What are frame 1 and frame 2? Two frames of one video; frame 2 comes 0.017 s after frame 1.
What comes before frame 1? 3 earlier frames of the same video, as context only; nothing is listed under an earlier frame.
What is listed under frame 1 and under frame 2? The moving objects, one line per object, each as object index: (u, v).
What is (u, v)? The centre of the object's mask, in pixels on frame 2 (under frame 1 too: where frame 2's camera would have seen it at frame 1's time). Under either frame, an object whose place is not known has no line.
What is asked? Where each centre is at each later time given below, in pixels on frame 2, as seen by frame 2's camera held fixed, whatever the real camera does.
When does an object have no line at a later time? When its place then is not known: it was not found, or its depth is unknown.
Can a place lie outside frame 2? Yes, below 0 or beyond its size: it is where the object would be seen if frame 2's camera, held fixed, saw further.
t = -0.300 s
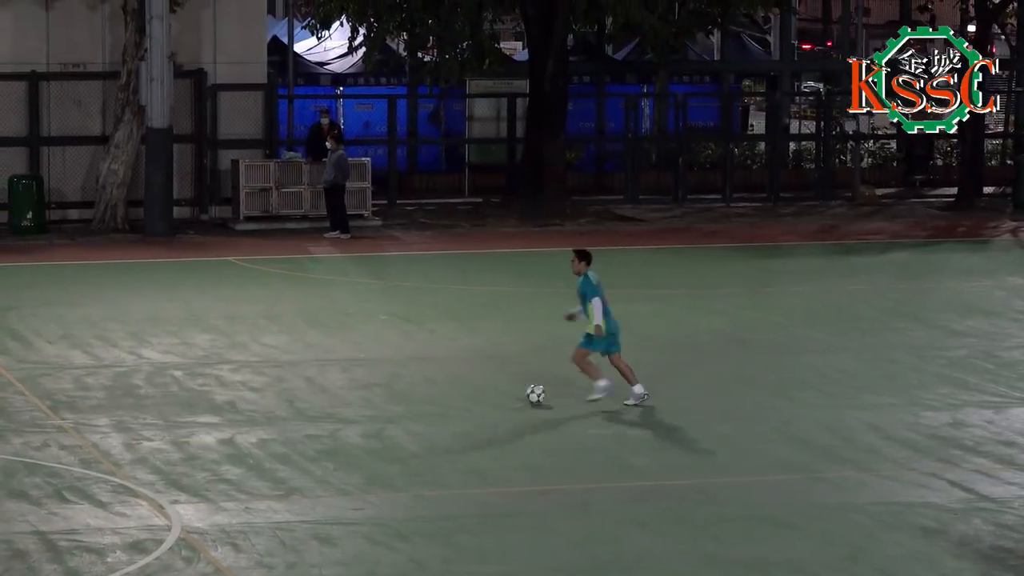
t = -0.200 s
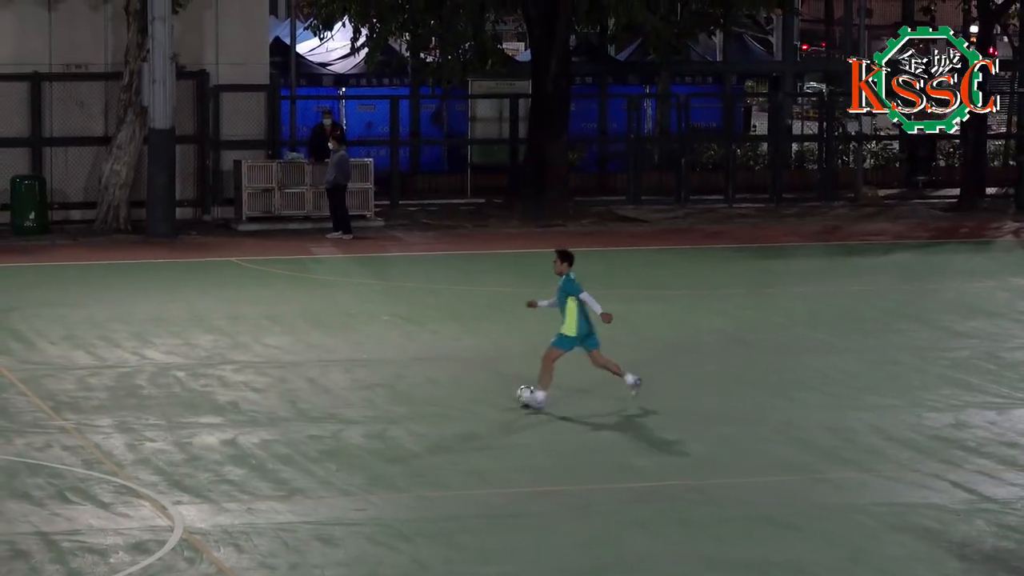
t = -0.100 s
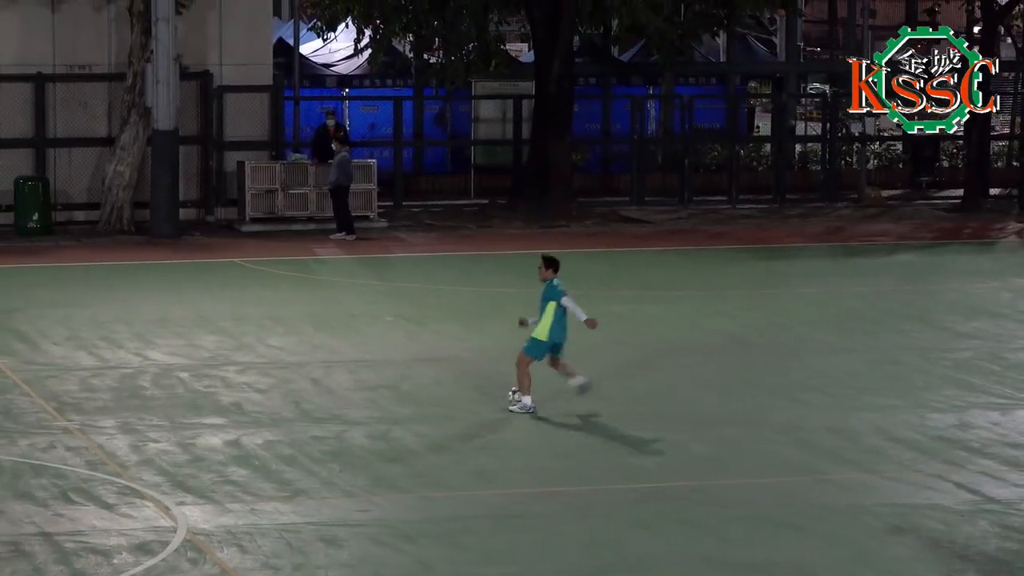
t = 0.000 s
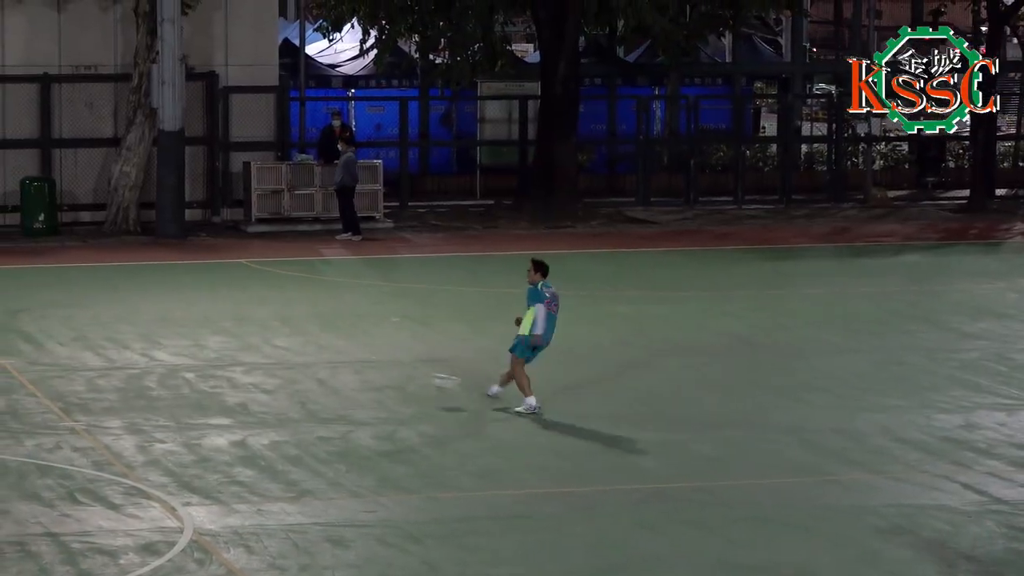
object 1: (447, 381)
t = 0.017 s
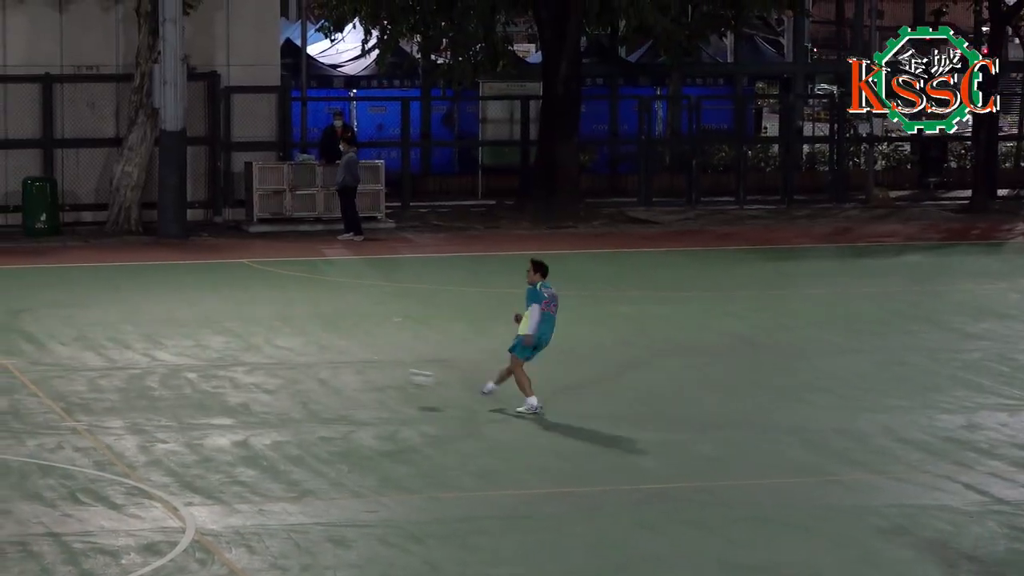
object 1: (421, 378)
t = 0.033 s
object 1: (396, 375)
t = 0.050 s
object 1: (374, 373)
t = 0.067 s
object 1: (347, 368)
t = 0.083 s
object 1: (323, 365)
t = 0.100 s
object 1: (300, 362)
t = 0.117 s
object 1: (277, 359)
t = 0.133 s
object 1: (252, 354)
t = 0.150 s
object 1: (228, 355)
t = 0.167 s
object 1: (204, 351)
